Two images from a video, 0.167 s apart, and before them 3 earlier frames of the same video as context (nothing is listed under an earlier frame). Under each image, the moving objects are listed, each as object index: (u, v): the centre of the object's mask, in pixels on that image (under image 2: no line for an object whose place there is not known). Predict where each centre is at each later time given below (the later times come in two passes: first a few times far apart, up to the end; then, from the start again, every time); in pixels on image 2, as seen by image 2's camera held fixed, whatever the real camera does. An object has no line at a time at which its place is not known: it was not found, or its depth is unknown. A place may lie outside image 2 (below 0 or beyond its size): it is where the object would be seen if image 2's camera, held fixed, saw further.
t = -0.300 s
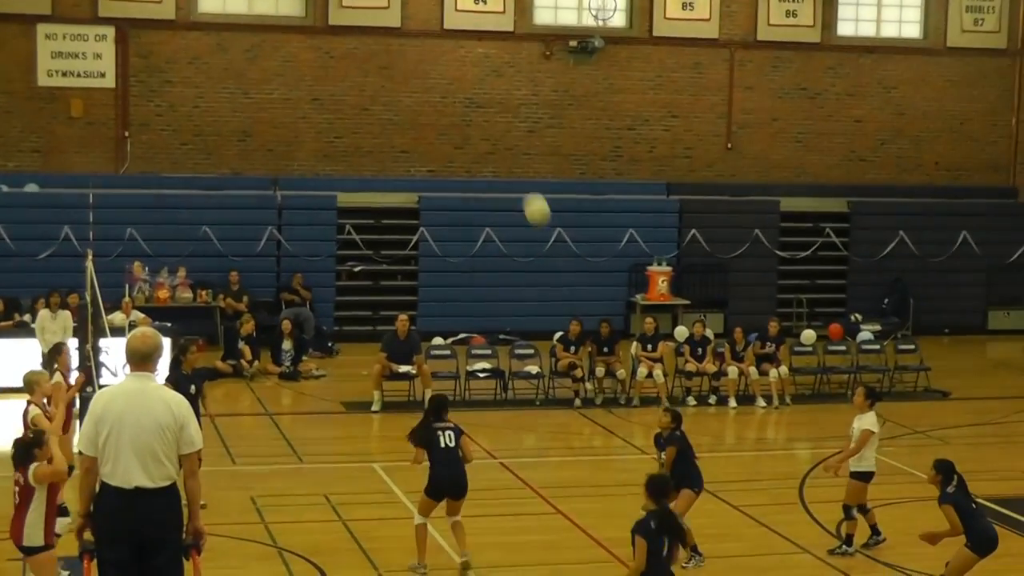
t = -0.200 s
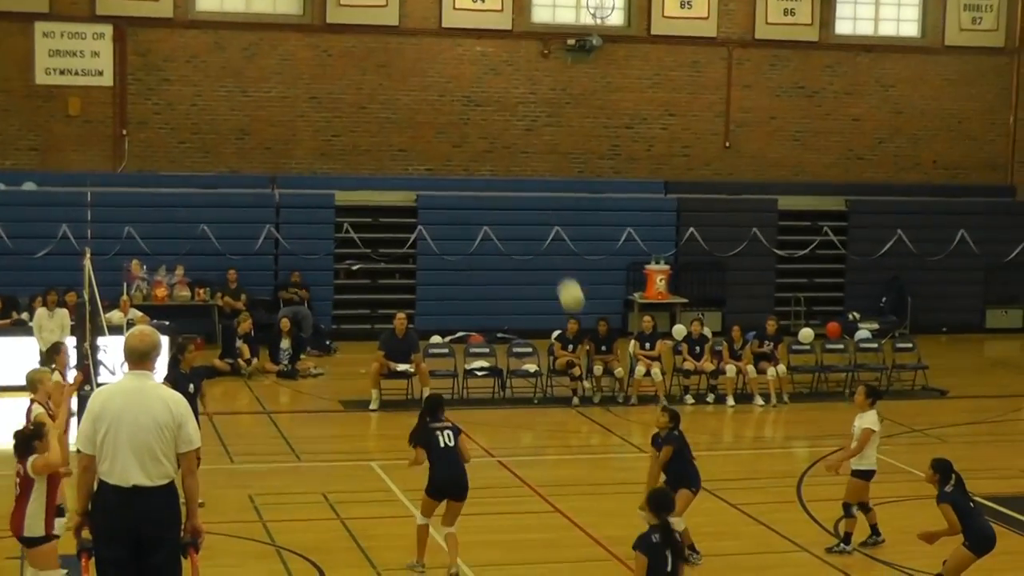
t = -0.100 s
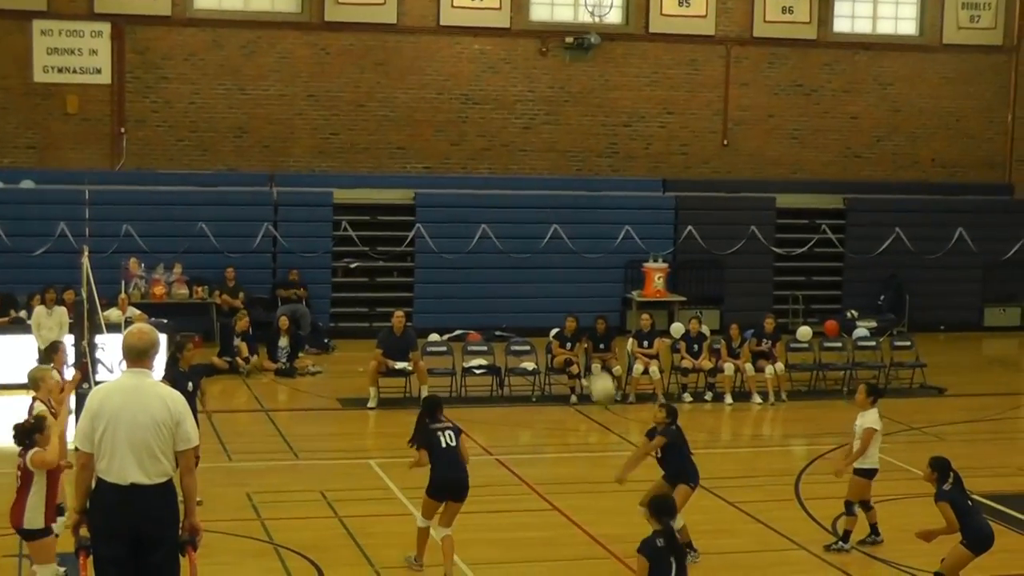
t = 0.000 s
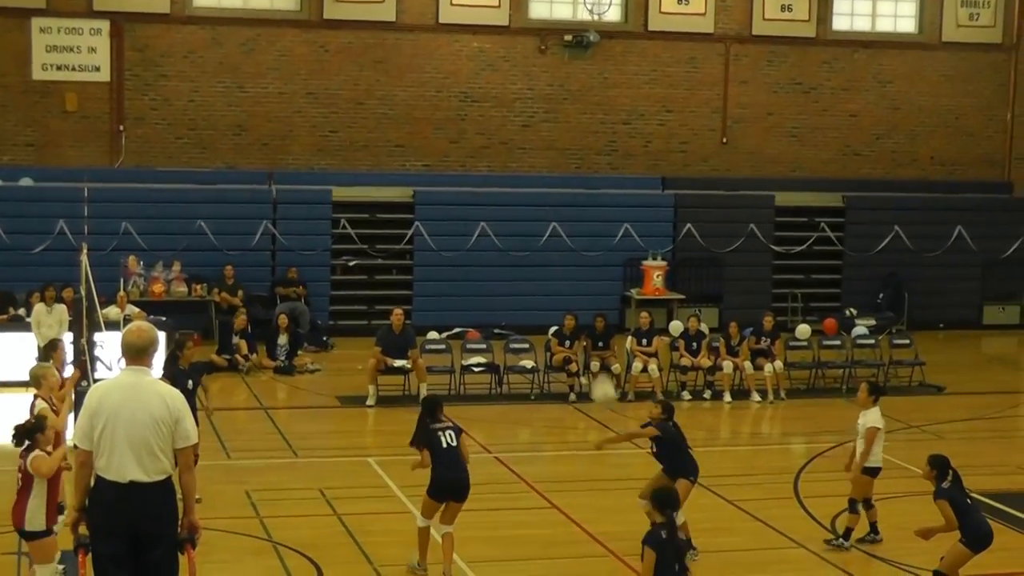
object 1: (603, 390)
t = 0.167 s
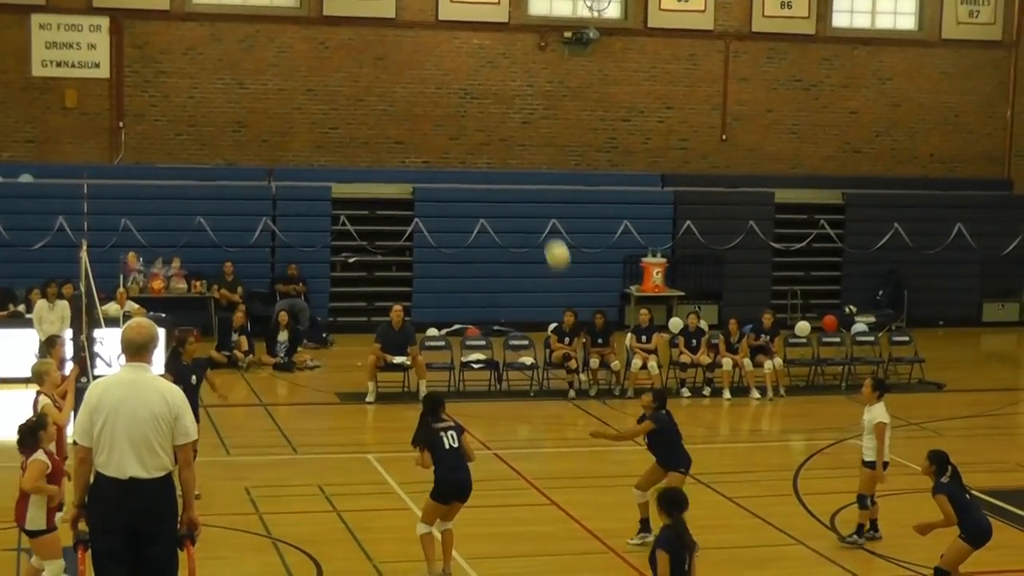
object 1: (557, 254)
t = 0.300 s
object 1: (522, 169)
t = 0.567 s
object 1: (451, 62)
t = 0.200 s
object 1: (549, 231)
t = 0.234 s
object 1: (539, 209)
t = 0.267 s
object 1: (530, 188)
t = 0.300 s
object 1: (522, 169)
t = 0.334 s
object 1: (513, 151)
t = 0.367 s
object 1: (504, 134)
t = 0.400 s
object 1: (495, 119)
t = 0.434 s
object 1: (486, 104)
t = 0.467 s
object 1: (477, 92)
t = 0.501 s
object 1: (468, 80)
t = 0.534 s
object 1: (459, 71)
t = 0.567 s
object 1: (451, 62)
